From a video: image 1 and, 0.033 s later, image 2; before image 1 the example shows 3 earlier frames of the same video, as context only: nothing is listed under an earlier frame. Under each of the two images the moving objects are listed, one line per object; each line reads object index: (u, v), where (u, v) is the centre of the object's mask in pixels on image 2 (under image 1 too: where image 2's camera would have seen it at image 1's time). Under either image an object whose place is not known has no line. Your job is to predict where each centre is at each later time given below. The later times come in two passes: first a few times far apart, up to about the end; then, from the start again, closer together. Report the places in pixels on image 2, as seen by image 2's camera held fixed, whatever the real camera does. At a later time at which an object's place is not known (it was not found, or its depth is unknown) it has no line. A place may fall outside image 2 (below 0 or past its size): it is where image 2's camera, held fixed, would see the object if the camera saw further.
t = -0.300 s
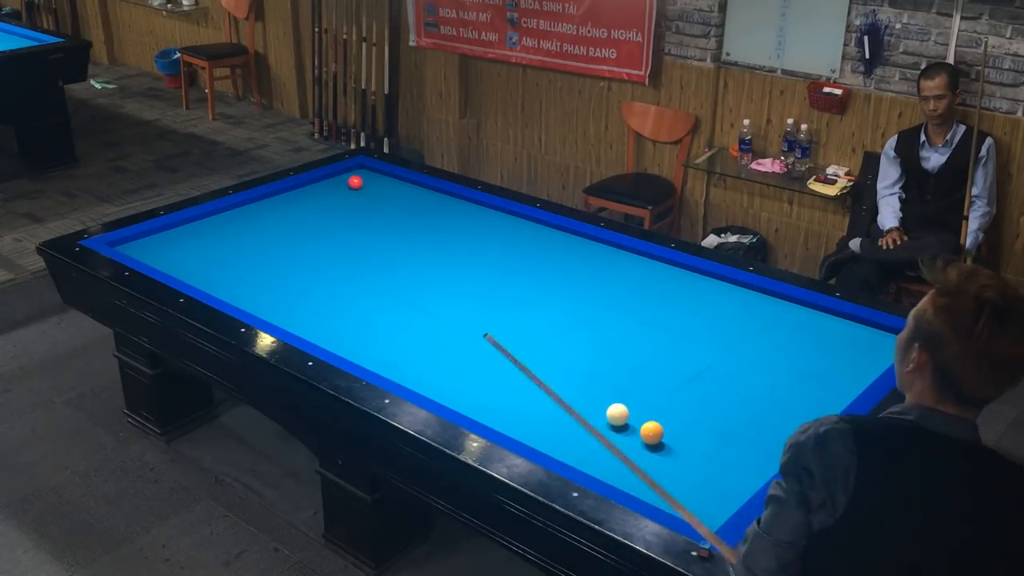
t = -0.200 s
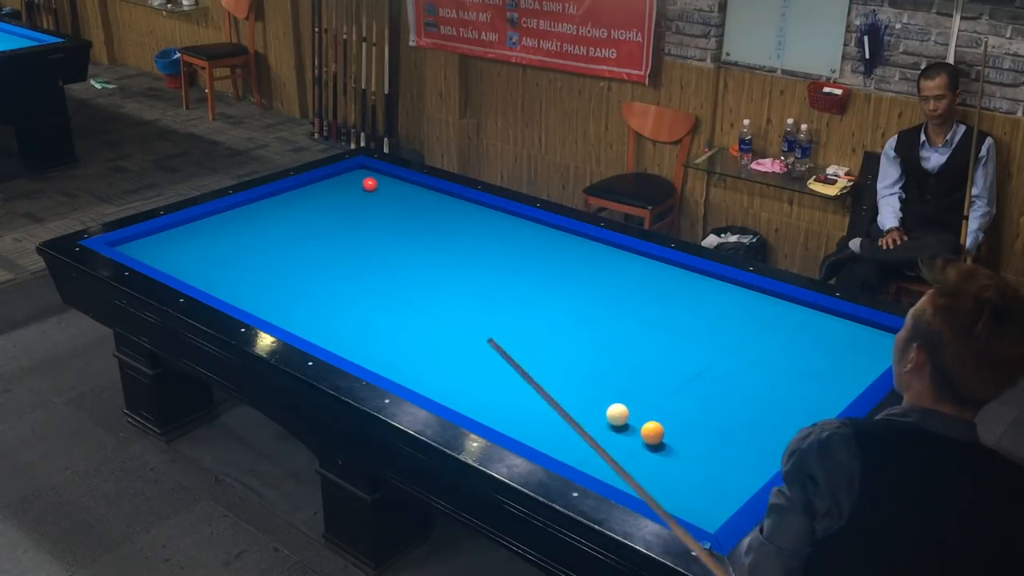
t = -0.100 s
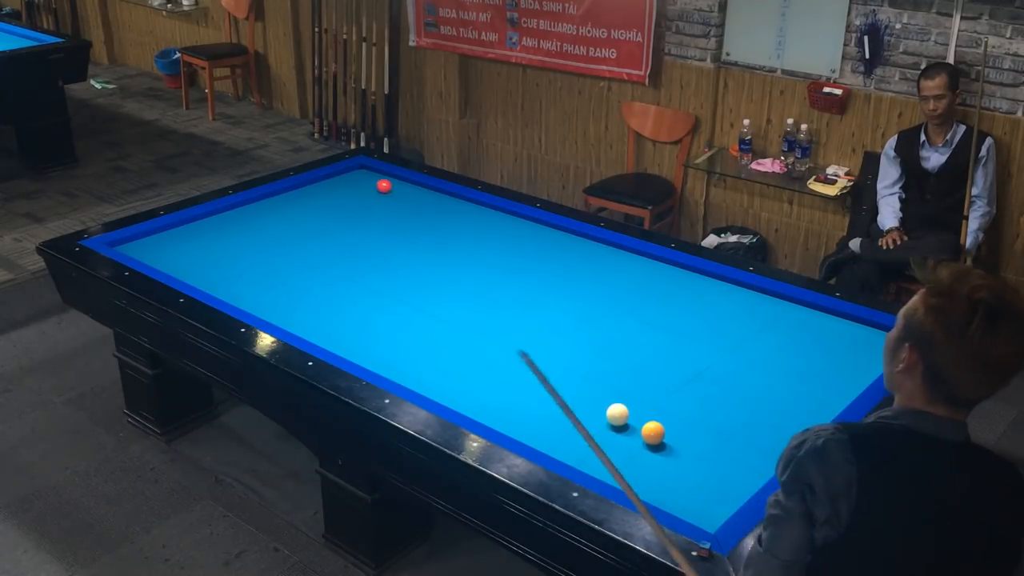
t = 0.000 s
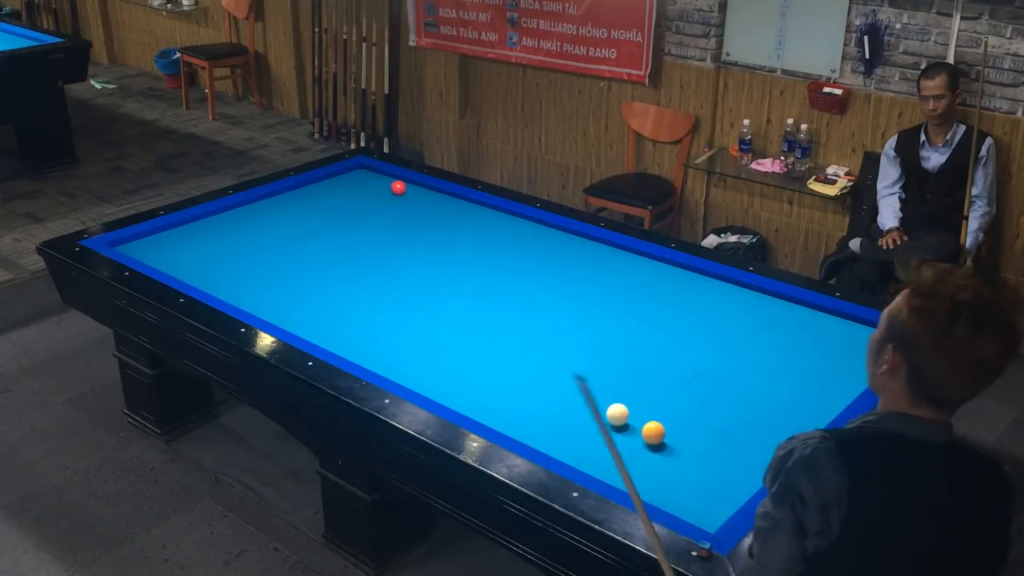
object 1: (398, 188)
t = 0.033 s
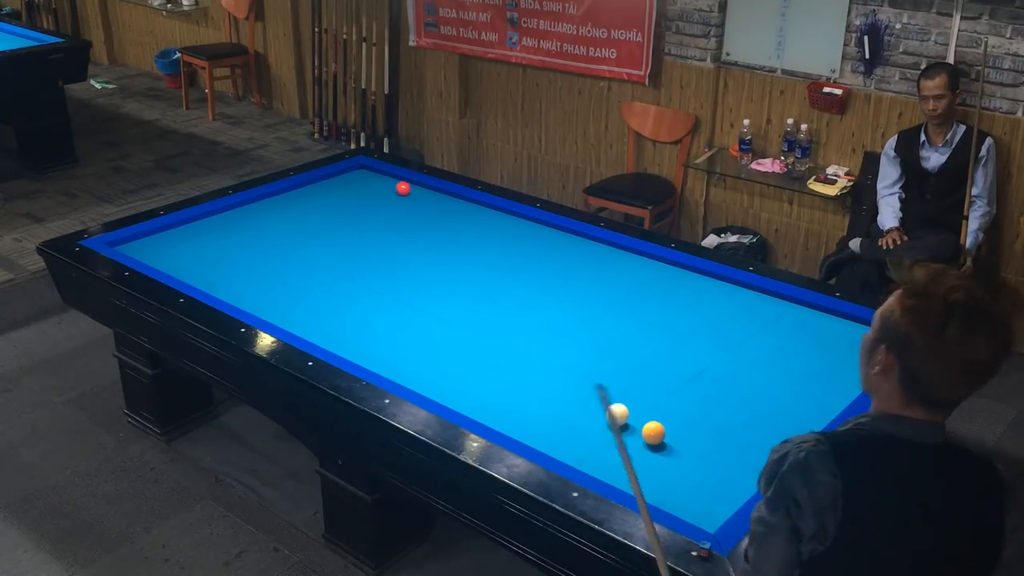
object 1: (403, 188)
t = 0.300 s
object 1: (441, 193)
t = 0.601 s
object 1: (465, 204)
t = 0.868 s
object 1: (483, 214)
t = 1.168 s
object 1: (505, 226)
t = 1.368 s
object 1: (518, 232)
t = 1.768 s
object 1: (550, 250)
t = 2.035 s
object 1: (571, 261)
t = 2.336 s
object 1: (594, 274)
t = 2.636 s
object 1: (618, 286)
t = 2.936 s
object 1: (642, 299)
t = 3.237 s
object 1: (666, 312)
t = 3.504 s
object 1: (688, 323)
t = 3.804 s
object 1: (712, 336)
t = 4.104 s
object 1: (736, 349)
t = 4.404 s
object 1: (760, 361)
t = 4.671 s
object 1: (782, 372)
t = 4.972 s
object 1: (805, 384)
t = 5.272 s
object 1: (828, 396)
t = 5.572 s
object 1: (833, 400)
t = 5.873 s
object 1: (818, 397)
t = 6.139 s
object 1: (806, 394)
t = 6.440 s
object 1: (795, 391)
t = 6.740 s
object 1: (785, 389)
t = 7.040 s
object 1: (777, 388)
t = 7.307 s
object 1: (772, 386)
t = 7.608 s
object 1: (767, 386)
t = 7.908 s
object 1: (765, 385)
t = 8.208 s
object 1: (764, 385)
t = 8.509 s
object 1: (764, 385)
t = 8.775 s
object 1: (764, 385)
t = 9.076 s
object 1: (764, 385)
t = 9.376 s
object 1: (764, 385)
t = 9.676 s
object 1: (764, 385)
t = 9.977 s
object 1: (764, 385)
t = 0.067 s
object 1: (407, 189)
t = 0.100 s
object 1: (412, 190)
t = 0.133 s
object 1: (417, 190)
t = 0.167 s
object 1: (422, 191)
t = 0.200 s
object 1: (426, 192)
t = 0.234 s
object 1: (431, 192)
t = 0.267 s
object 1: (436, 193)
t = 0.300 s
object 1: (441, 193)
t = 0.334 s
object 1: (446, 194)
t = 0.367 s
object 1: (448, 195)
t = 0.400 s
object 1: (451, 196)
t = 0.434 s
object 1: (453, 197)
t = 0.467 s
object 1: (455, 199)
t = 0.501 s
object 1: (457, 200)
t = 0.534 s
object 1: (460, 201)
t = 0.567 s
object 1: (462, 203)
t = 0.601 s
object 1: (465, 204)
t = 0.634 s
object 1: (467, 205)
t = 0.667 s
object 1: (469, 206)
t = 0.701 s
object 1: (471, 208)
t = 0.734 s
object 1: (474, 209)
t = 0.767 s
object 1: (476, 210)
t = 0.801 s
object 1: (478, 211)
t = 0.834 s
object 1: (481, 213)
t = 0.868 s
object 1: (483, 214)
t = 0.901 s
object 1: (486, 215)
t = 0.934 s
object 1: (488, 217)
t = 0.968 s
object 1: (490, 218)
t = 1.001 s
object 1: (493, 219)
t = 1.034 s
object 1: (495, 220)
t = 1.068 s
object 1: (498, 222)
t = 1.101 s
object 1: (500, 223)
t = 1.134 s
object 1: (502, 225)
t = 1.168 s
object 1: (505, 226)
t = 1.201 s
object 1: (507, 227)
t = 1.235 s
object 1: (510, 228)
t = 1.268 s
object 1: (512, 230)
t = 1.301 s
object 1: (515, 231)
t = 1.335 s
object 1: (517, 233)
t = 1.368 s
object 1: (518, 232)
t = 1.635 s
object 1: (544, 246)
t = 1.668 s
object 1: (543, 246)
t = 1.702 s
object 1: (546, 248)
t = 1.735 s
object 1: (548, 249)
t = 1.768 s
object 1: (550, 250)
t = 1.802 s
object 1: (553, 252)
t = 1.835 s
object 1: (555, 253)
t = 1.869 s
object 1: (558, 254)
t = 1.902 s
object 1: (561, 256)
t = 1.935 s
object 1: (563, 257)
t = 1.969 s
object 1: (566, 258)
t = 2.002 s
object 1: (568, 260)
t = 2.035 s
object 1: (571, 261)
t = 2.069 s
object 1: (574, 263)
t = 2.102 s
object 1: (576, 264)
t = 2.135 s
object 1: (579, 265)
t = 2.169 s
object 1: (581, 267)
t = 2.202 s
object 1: (584, 268)
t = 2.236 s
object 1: (587, 270)
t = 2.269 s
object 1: (589, 271)
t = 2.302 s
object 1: (592, 272)
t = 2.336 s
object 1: (594, 274)
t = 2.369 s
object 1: (597, 275)
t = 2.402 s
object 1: (600, 276)
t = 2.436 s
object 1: (602, 278)
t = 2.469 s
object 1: (605, 279)
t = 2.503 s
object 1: (608, 281)
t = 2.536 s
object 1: (610, 282)
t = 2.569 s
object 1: (613, 283)
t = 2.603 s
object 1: (615, 285)
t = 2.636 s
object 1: (618, 286)
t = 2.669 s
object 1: (621, 288)
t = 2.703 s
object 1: (623, 289)
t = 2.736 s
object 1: (626, 290)
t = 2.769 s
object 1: (629, 292)
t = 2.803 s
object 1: (631, 293)
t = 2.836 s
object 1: (634, 295)
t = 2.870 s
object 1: (637, 296)
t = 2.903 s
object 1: (639, 298)
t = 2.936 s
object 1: (642, 299)
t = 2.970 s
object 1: (645, 301)
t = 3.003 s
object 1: (647, 302)
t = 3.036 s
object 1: (650, 304)
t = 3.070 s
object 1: (653, 305)
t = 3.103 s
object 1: (655, 306)
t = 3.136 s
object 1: (658, 308)
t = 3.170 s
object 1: (661, 309)
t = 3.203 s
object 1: (663, 311)
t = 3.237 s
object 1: (666, 312)
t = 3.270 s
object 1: (669, 313)
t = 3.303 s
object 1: (671, 315)
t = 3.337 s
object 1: (674, 316)
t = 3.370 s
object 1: (677, 318)
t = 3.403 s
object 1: (679, 319)
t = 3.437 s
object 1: (682, 321)
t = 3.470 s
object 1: (685, 322)
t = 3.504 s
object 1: (688, 323)
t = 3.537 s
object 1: (690, 325)
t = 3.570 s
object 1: (693, 326)
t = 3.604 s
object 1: (696, 328)
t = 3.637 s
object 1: (699, 329)
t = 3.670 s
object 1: (701, 330)
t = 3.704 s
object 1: (704, 332)
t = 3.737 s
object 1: (707, 333)
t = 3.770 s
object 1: (709, 335)
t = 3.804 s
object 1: (712, 336)
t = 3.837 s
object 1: (715, 337)
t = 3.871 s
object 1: (717, 339)
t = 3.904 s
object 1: (720, 340)
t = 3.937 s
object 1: (723, 342)
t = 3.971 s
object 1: (726, 343)
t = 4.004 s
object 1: (728, 345)
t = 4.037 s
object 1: (731, 346)
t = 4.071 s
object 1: (734, 347)
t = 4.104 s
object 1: (736, 349)
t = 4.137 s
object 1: (739, 350)
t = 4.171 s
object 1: (742, 352)
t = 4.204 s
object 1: (744, 353)
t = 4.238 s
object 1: (747, 354)
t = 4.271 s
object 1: (750, 356)
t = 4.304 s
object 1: (752, 357)
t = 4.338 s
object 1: (755, 358)
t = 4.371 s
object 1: (758, 360)
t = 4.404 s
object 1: (760, 361)
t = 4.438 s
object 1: (763, 362)
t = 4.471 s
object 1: (766, 364)
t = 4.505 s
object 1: (768, 365)
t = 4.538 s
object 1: (771, 366)
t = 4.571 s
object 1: (774, 368)
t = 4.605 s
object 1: (776, 369)
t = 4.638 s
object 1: (779, 371)
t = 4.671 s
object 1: (782, 372)
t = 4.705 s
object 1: (784, 373)
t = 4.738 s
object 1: (787, 375)
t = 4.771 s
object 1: (790, 376)
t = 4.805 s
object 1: (792, 377)
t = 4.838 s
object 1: (795, 379)
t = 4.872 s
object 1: (798, 380)
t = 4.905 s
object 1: (800, 381)
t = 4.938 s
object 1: (803, 383)
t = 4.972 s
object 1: (805, 384)
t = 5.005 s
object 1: (808, 385)
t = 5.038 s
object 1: (811, 387)
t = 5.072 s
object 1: (813, 388)
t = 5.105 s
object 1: (816, 389)
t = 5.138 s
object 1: (818, 391)
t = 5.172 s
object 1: (821, 392)
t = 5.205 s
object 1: (823, 393)
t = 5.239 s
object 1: (826, 395)
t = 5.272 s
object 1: (828, 396)
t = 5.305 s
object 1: (831, 397)
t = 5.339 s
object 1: (834, 398)
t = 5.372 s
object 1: (836, 399)
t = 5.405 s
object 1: (838, 400)
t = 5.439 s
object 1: (839, 400)
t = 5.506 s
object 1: (836, 401)
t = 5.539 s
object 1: (835, 400)
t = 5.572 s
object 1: (833, 400)
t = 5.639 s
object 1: (830, 400)
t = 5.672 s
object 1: (828, 399)
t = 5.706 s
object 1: (827, 399)
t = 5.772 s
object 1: (823, 398)
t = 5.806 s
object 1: (821, 397)
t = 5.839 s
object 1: (820, 397)
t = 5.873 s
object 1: (818, 397)
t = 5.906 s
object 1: (817, 396)
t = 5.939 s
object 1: (815, 396)
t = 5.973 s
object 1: (814, 396)
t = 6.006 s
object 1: (812, 395)
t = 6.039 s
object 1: (811, 395)
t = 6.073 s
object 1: (809, 395)
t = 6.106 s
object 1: (808, 395)
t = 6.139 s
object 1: (806, 394)
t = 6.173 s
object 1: (805, 394)
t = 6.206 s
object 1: (804, 394)
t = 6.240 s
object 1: (802, 393)
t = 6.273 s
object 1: (801, 393)
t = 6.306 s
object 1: (799, 392)
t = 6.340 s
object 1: (798, 392)
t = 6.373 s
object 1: (797, 392)
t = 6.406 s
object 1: (796, 391)
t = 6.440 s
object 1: (795, 391)
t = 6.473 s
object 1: (793, 391)
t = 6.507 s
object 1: (792, 391)
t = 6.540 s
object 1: (791, 390)
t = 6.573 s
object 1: (790, 390)
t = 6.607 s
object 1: (789, 390)
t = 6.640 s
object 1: (788, 390)
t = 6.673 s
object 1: (787, 390)
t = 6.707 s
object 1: (786, 389)
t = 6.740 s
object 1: (785, 389)
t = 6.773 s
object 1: (784, 389)
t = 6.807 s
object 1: (783, 389)
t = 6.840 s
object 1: (782, 389)
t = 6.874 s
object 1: (781, 388)
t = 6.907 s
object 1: (780, 388)
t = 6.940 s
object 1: (779, 388)
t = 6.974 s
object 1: (779, 388)
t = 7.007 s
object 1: (778, 388)
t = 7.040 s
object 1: (777, 388)
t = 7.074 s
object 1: (776, 387)
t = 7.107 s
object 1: (776, 387)
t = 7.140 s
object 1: (775, 387)
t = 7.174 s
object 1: (774, 387)
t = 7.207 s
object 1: (773, 387)
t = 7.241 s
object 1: (773, 387)
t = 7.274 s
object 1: (772, 387)
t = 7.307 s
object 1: (772, 386)
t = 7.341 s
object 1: (771, 386)
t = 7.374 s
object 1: (770, 386)
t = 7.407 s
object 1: (770, 386)
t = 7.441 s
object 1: (770, 386)
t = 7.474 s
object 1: (769, 386)
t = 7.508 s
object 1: (769, 386)
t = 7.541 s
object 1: (768, 386)
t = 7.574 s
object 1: (768, 386)
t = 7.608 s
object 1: (767, 386)
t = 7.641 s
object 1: (767, 385)
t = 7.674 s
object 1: (766, 385)
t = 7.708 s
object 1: (766, 385)
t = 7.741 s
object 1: (766, 385)
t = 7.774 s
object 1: (766, 385)
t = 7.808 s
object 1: (765, 385)
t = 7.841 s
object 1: (765, 385)
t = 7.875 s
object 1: (765, 385)
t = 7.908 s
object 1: (765, 385)
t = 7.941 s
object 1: (764, 385)
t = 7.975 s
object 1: (764, 385)
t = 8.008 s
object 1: (764, 385)
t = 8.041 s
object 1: (764, 385)
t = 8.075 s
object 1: (764, 385)
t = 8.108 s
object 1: (764, 385)
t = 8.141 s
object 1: (764, 385)
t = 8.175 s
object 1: (764, 385)
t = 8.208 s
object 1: (764, 385)
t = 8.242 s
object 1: (764, 385)
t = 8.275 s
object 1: (764, 385)
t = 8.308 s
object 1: (764, 385)
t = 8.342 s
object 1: (764, 385)
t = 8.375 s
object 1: (764, 385)
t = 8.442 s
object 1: (764, 385)
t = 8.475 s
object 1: (764, 385)
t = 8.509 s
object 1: (764, 385)
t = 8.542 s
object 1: (764, 385)
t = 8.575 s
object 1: (764, 385)
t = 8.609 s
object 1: (764, 385)
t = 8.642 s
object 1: (764, 385)
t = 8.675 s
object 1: (764, 385)
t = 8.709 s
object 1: (764, 385)
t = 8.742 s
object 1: (764, 385)
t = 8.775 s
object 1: (764, 385)
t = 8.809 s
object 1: (764, 385)
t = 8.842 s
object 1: (764, 385)
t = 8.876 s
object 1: (764, 385)
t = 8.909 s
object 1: (764, 385)
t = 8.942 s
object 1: (764, 385)
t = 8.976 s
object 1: (764, 385)
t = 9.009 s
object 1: (764, 385)
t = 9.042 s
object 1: (764, 385)
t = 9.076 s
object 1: (764, 385)
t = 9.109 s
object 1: (764, 385)
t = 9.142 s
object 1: (764, 385)
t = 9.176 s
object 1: (764, 385)
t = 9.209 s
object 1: (764, 385)
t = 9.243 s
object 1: (764, 385)
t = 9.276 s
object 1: (764, 385)
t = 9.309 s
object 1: (764, 385)
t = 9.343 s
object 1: (764, 385)
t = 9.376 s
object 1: (764, 385)
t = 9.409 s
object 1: (764, 385)
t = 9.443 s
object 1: (764, 385)
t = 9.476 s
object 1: (764, 385)
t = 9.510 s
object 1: (764, 385)
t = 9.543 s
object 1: (764, 385)
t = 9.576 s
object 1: (764, 385)
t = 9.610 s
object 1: (764, 385)
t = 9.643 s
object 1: (764, 385)
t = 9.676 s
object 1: (764, 385)
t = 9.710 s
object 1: (764, 385)
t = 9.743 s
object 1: (764, 385)
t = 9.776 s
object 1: (764, 385)
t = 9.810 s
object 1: (764, 385)
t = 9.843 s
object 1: (764, 385)
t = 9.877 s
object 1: (764, 385)
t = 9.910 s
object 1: (764, 385)
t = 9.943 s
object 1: (764, 385)
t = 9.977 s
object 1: (764, 385)
